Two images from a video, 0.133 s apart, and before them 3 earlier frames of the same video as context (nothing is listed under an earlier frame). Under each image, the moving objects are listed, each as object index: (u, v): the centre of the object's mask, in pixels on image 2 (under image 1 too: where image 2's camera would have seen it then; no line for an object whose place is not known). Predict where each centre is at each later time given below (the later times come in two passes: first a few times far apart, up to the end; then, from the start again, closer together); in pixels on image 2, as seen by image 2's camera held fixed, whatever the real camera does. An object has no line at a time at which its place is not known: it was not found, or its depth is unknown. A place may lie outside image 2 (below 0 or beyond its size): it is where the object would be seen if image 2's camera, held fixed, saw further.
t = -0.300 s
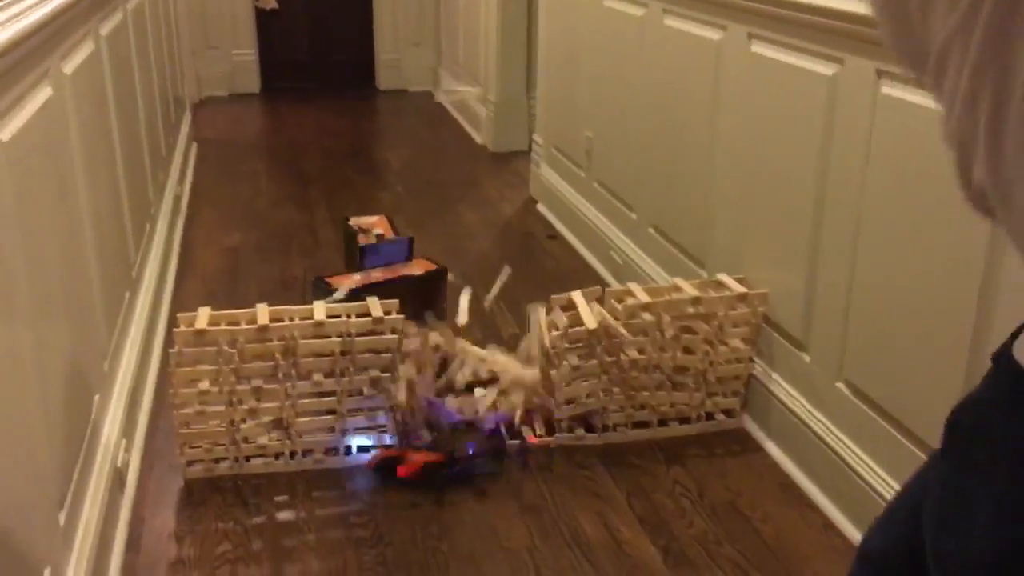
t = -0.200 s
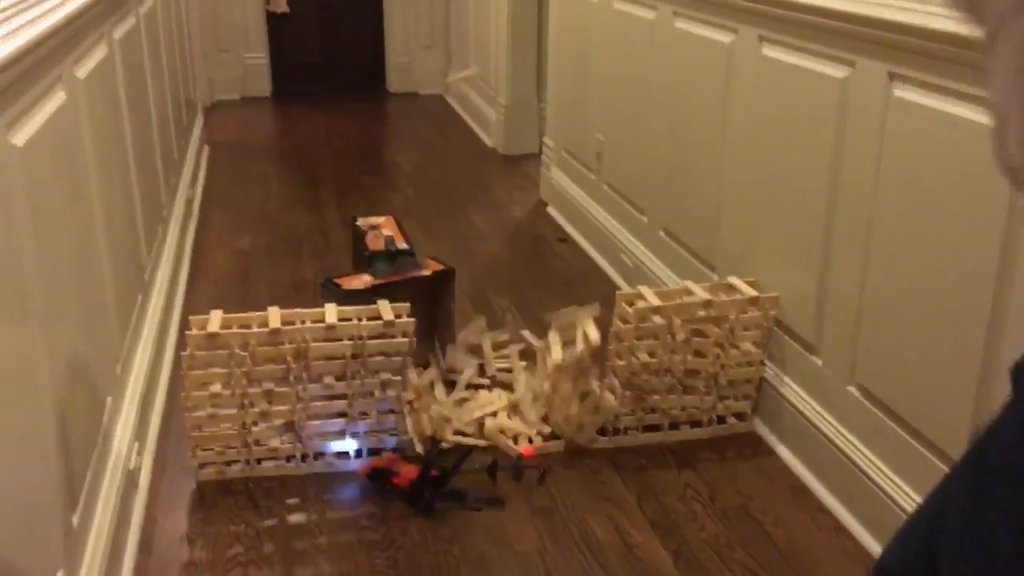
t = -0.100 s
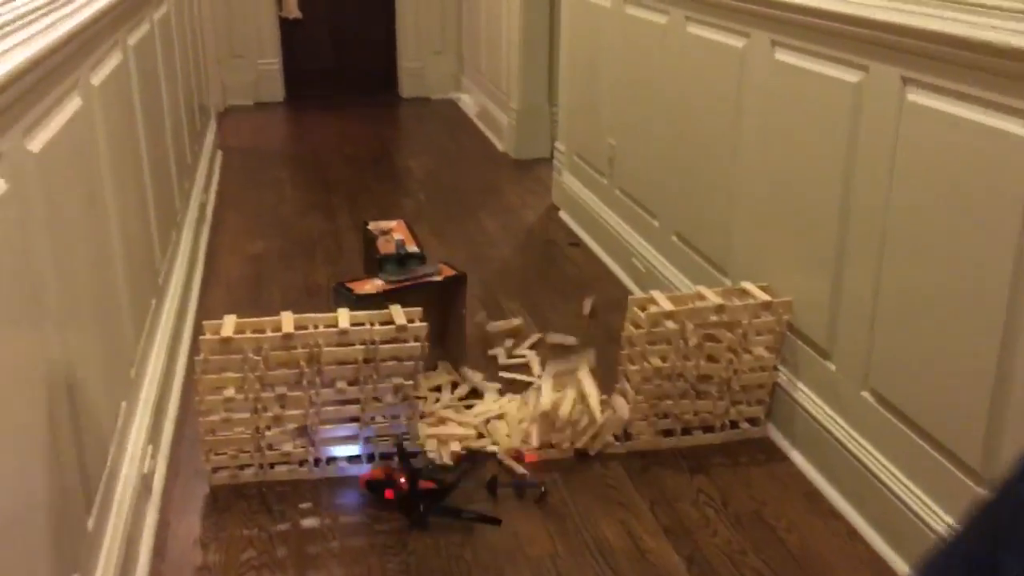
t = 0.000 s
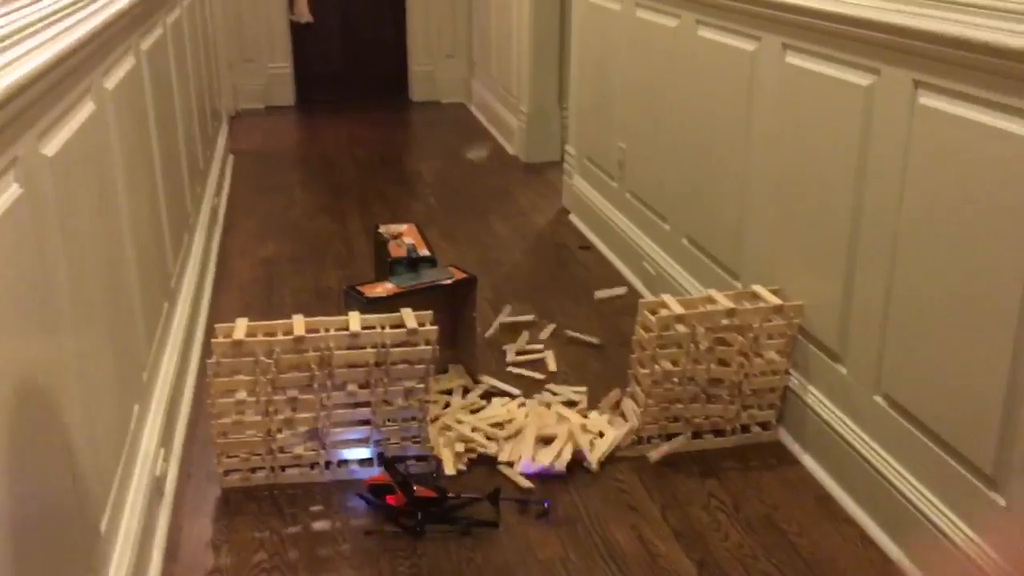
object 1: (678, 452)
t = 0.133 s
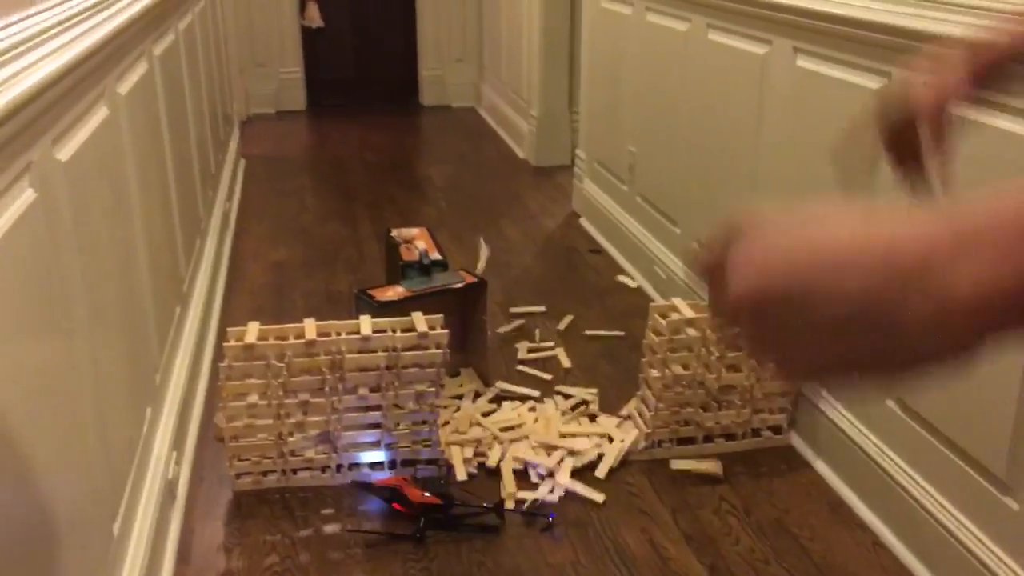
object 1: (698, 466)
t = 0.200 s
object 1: (701, 477)
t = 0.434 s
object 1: (709, 486)
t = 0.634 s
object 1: (709, 486)
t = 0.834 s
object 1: (710, 486)
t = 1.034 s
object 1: (710, 486)
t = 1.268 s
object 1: (709, 486)
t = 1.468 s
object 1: (709, 486)
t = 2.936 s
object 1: (709, 486)
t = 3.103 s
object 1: (710, 487)
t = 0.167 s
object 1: (701, 471)
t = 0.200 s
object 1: (701, 477)
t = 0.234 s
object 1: (706, 479)
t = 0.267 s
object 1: (707, 479)
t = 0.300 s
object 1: (709, 480)
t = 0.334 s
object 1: (709, 484)
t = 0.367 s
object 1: (710, 484)
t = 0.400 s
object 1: (709, 484)
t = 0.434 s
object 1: (709, 486)
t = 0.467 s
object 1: (710, 486)
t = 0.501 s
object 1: (709, 486)
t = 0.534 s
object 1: (709, 486)
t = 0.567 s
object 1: (709, 486)
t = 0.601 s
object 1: (709, 486)
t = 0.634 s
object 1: (709, 486)
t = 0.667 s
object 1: (710, 486)
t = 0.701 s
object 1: (710, 486)
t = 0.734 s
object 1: (709, 486)
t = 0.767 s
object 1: (709, 486)
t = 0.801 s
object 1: (710, 486)
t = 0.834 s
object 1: (710, 486)
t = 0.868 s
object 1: (710, 486)
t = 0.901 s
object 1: (710, 486)
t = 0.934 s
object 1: (709, 486)
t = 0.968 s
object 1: (709, 486)
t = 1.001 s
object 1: (710, 486)
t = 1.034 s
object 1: (710, 486)
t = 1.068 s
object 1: (710, 486)
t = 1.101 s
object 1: (710, 486)
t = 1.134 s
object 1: (709, 486)
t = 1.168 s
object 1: (710, 486)
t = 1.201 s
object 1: (710, 486)
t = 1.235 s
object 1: (709, 486)
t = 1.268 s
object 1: (709, 486)
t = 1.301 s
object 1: (709, 486)
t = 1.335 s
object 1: (709, 486)
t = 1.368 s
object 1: (709, 486)
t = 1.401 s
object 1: (709, 486)
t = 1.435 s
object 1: (709, 486)
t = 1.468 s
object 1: (709, 486)
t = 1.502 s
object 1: (709, 486)
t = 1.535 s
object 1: (709, 486)
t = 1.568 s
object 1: (709, 486)
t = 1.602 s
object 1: (709, 486)
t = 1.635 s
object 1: (709, 486)
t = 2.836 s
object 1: (710, 486)
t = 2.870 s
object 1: (709, 486)
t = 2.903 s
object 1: (709, 486)
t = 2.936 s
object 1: (709, 486)
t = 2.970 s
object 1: (709, 486)
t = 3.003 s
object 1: (709, 486)
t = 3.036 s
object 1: (709, 486)
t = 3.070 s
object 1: (709, 486)
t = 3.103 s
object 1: (710, 487)
